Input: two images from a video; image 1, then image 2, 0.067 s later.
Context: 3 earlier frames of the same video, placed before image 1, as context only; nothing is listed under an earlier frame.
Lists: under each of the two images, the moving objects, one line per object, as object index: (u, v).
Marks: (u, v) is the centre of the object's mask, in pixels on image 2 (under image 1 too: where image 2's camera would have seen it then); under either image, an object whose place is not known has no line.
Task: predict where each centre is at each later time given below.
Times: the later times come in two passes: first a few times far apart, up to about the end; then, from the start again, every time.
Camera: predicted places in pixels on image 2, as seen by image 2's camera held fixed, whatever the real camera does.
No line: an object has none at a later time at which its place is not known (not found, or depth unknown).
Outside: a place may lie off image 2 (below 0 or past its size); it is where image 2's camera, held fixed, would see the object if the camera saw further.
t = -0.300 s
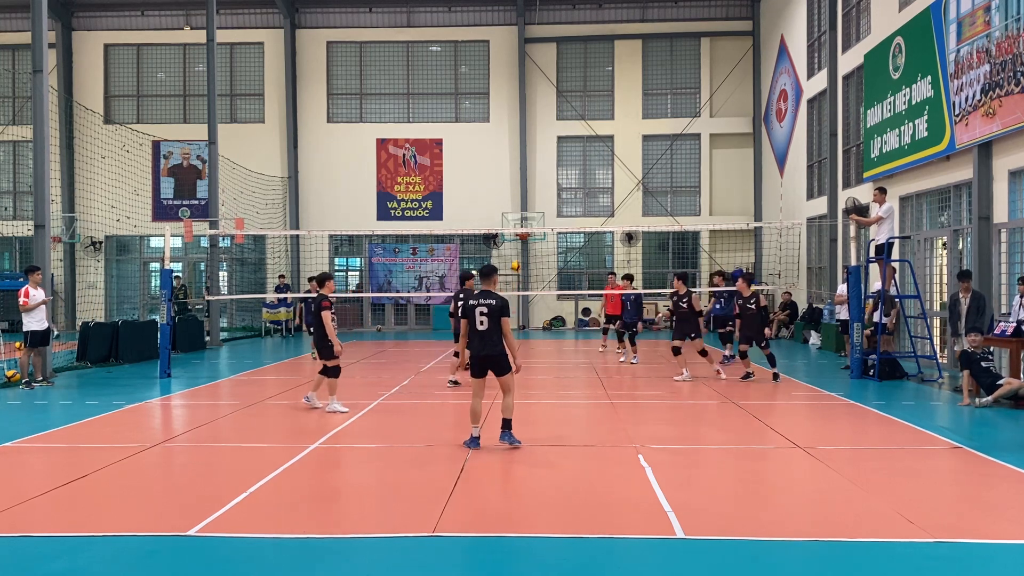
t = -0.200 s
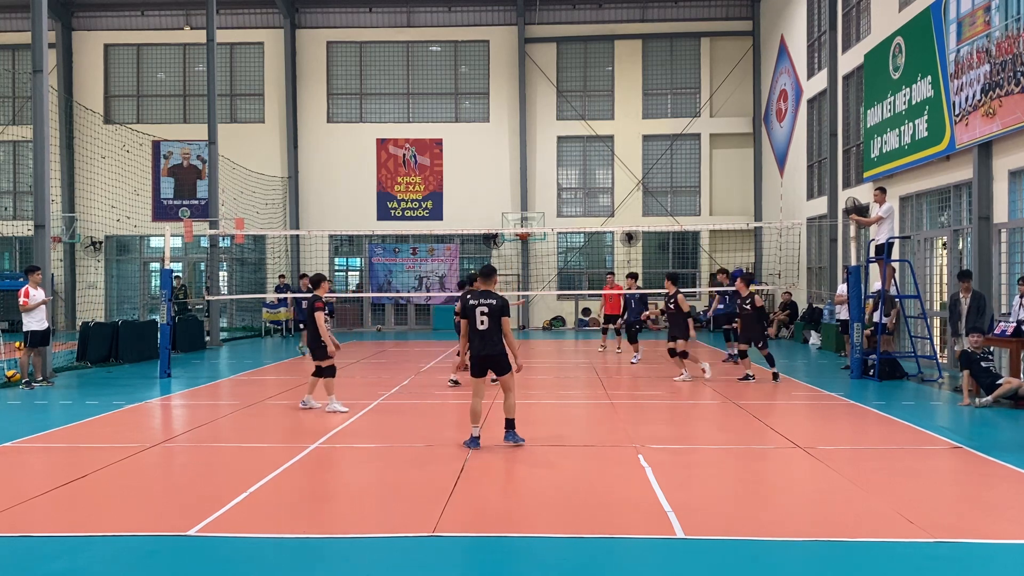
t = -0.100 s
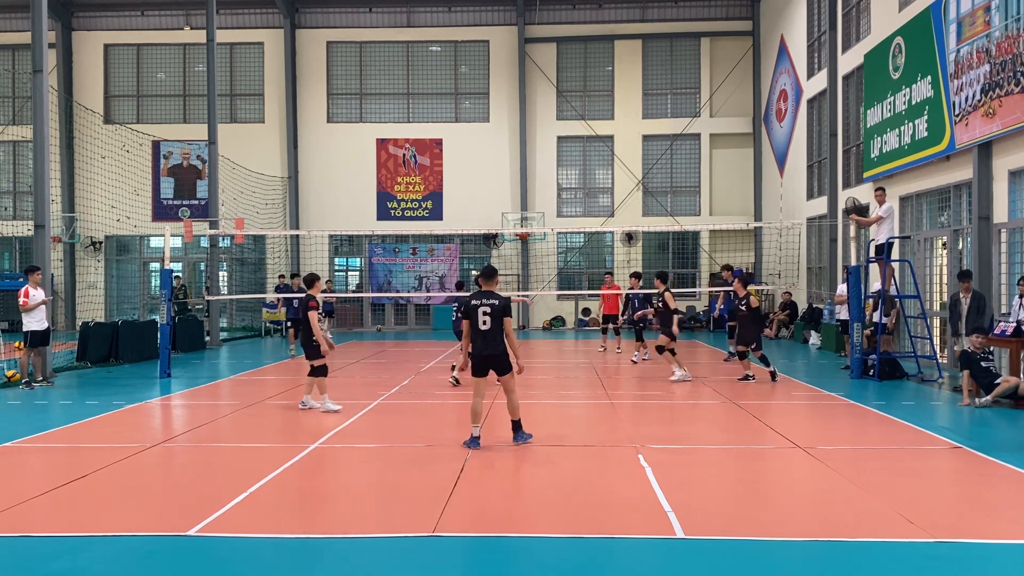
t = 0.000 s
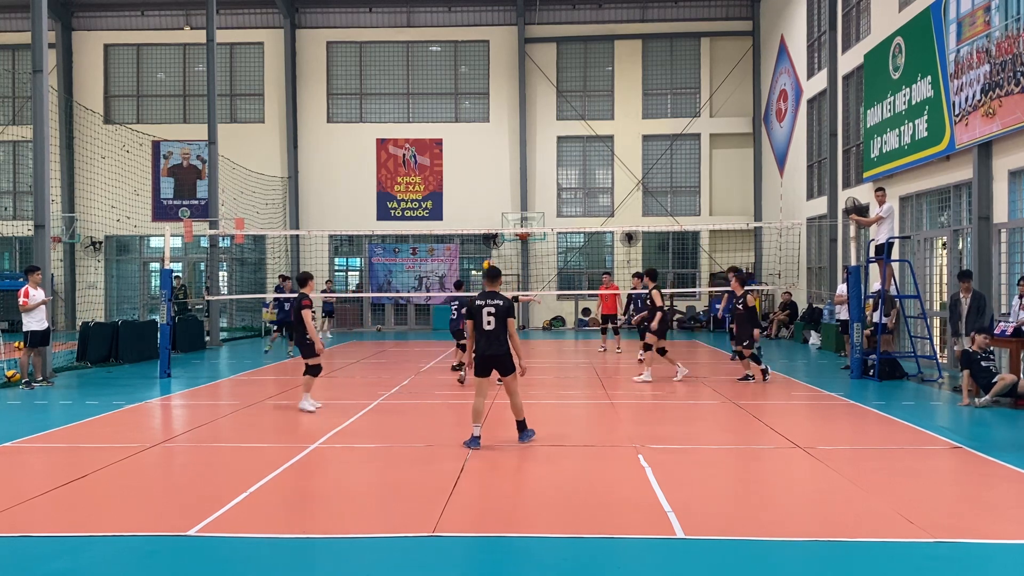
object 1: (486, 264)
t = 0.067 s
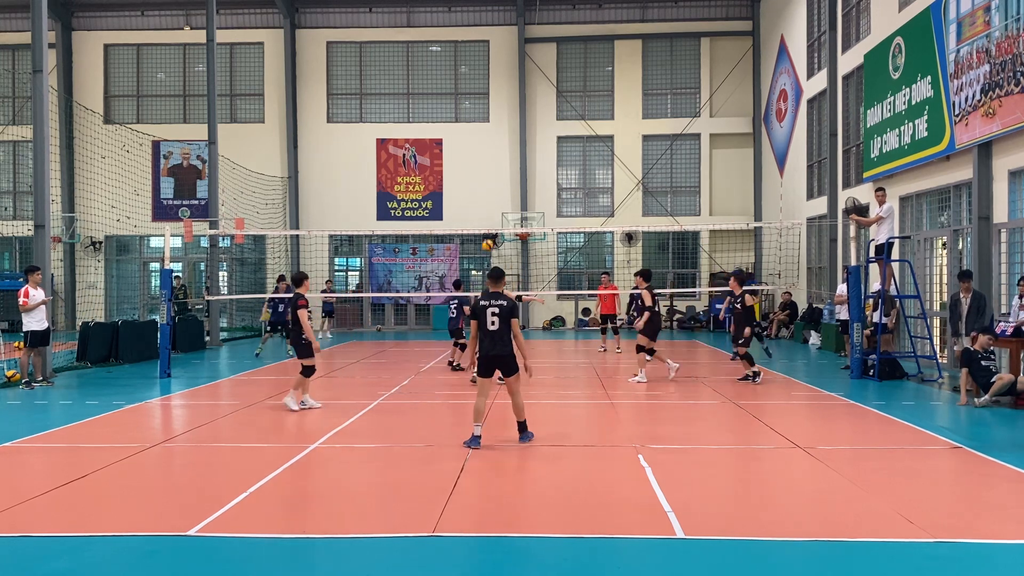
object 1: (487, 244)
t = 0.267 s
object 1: (484, 199)
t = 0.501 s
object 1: (480, 170)
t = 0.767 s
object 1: (474, 173)
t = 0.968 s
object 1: (471, 200)
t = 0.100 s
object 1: (486, 237)
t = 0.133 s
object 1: (486, 225)
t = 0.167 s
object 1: (485, 219)
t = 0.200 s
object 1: (485, 212)
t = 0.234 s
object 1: (484, 205)
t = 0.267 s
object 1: (484, 199)
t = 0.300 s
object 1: (484, 193)
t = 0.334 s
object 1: (483, 188)
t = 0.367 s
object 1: (482, 183)
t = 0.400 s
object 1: (482, 179)
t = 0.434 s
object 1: (481, 176)
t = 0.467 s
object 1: (481, 172)
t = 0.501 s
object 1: (480, 170)
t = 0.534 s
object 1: (479, 168)
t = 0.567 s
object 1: (478, 167)
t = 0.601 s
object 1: (478, 167)
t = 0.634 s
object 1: (477, 167)
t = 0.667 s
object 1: (476, 167)
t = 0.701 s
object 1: (476, 168)
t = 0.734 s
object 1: (475, 170)
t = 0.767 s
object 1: (474, 173)
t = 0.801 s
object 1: (474, 176)
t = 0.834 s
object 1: (474, 179)
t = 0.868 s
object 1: (473, 184)
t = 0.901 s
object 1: (472, 189)
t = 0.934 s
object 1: (472, 194)
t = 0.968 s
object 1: (471, 200)
